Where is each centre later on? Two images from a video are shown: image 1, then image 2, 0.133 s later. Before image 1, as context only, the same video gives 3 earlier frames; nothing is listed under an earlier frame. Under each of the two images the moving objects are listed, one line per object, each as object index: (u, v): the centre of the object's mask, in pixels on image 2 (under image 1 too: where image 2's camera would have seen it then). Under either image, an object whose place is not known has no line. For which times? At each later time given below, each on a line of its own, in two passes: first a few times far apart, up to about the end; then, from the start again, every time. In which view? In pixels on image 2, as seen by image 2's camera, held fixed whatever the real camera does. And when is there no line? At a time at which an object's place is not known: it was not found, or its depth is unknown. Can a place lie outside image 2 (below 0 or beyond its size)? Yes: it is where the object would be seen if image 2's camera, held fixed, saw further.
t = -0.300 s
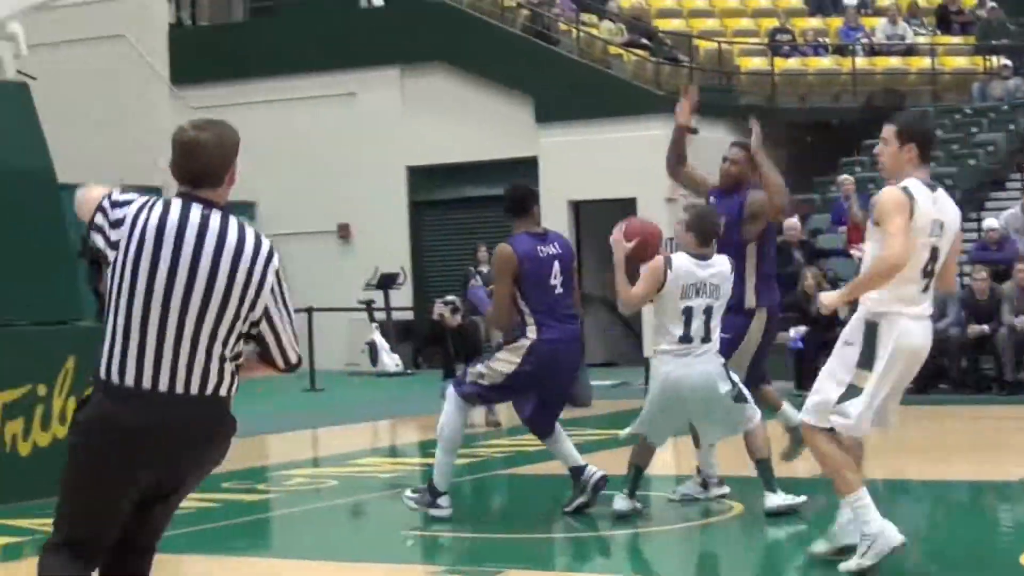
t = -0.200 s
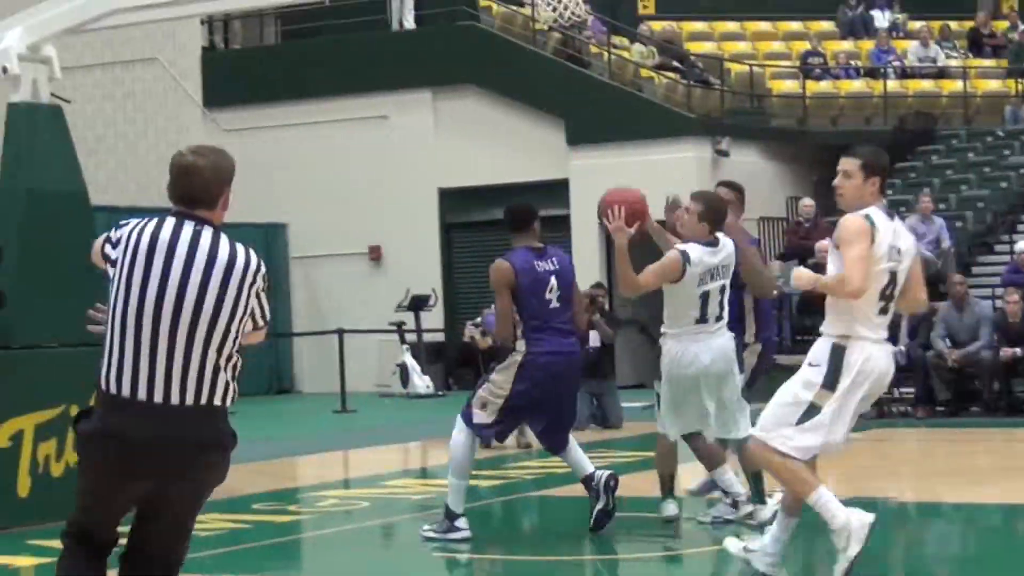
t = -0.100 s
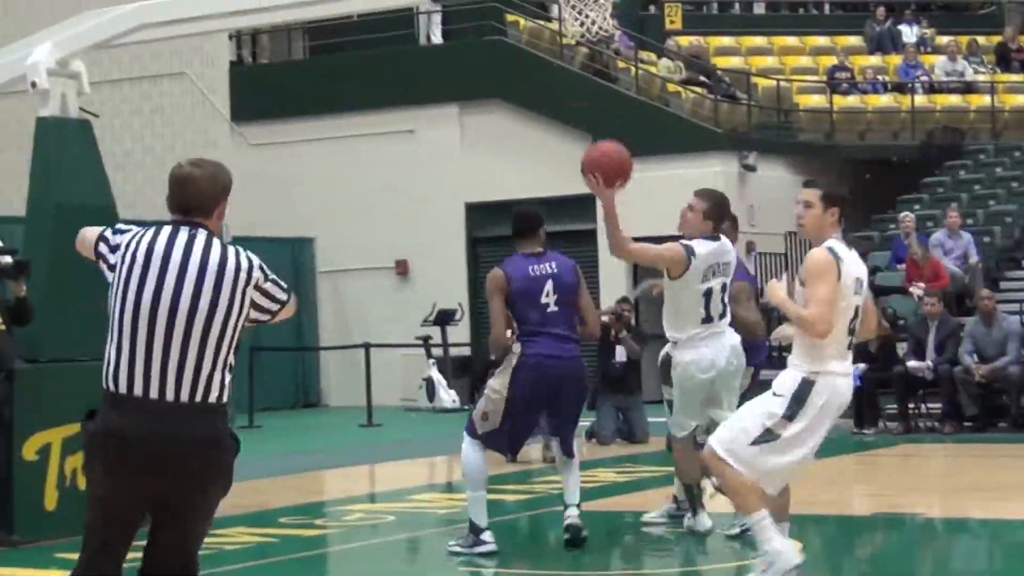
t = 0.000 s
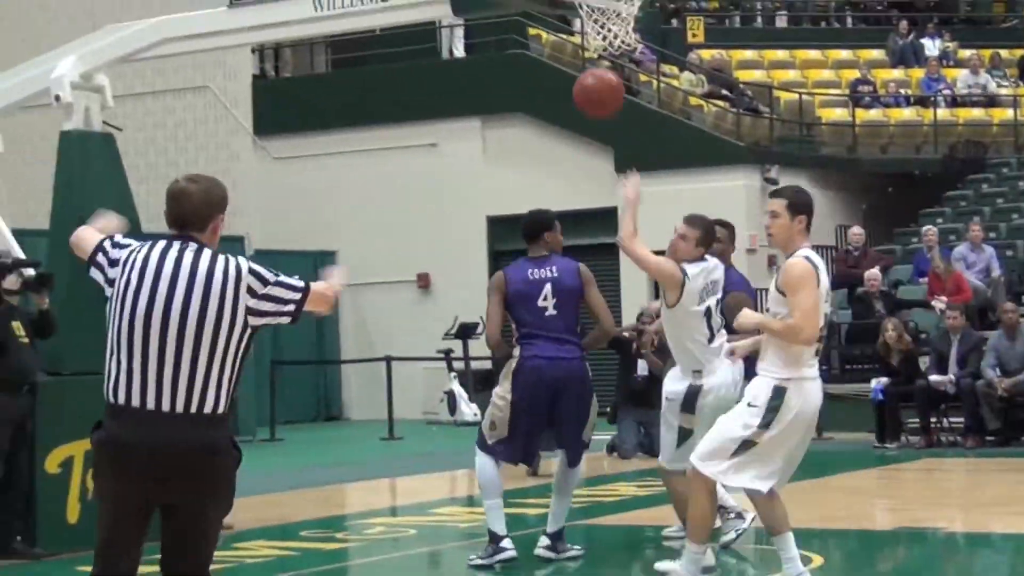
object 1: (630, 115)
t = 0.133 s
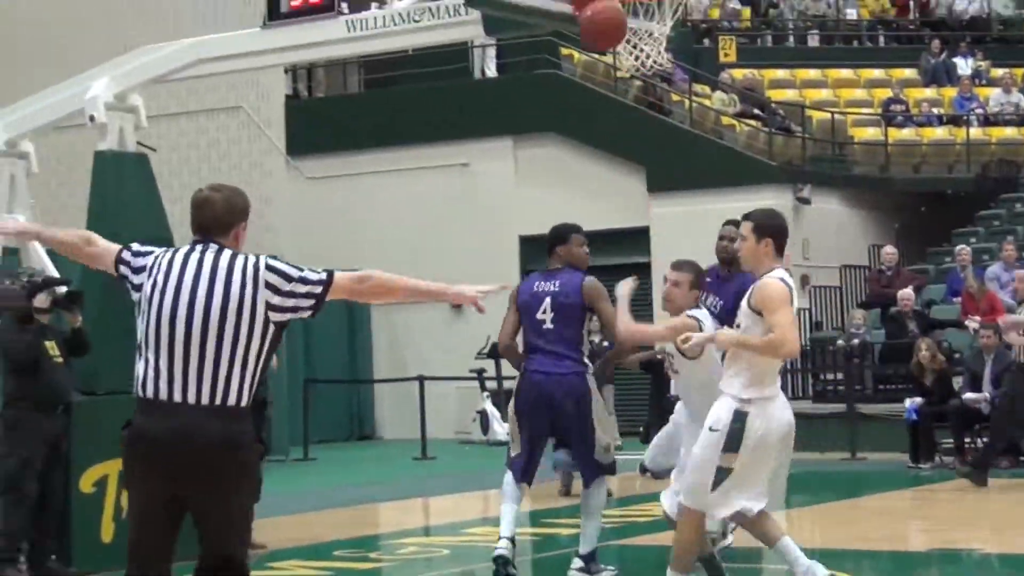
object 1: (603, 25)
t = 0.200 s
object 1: (589, 2)
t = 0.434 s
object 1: (550, -31)
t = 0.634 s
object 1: (600, 11)
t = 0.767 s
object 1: (637, 87)
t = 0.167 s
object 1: (596, 11)
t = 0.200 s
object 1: (589, 2)
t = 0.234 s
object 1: (582, -7)
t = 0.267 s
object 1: (576, -14)
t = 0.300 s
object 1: (571, -20)
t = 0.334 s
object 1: (566, -24)
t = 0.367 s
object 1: (561, -27)
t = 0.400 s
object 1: (556, -30)
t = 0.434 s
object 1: (550, -31)
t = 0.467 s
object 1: (553, -28)
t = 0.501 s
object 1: (562, -26)
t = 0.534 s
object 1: (572, -20)
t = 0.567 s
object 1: (579, -12)
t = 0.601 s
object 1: (590, -1)
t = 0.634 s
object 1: (600, 11)
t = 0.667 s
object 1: (608, 27)
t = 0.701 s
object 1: (617, 44)
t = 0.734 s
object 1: (627, 65)
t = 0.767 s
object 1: (637, 87)
